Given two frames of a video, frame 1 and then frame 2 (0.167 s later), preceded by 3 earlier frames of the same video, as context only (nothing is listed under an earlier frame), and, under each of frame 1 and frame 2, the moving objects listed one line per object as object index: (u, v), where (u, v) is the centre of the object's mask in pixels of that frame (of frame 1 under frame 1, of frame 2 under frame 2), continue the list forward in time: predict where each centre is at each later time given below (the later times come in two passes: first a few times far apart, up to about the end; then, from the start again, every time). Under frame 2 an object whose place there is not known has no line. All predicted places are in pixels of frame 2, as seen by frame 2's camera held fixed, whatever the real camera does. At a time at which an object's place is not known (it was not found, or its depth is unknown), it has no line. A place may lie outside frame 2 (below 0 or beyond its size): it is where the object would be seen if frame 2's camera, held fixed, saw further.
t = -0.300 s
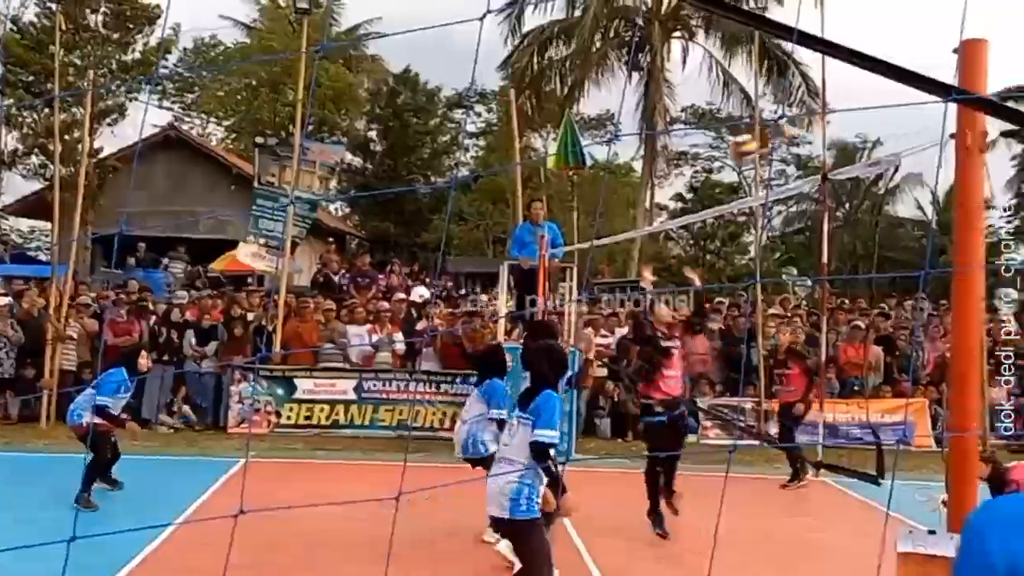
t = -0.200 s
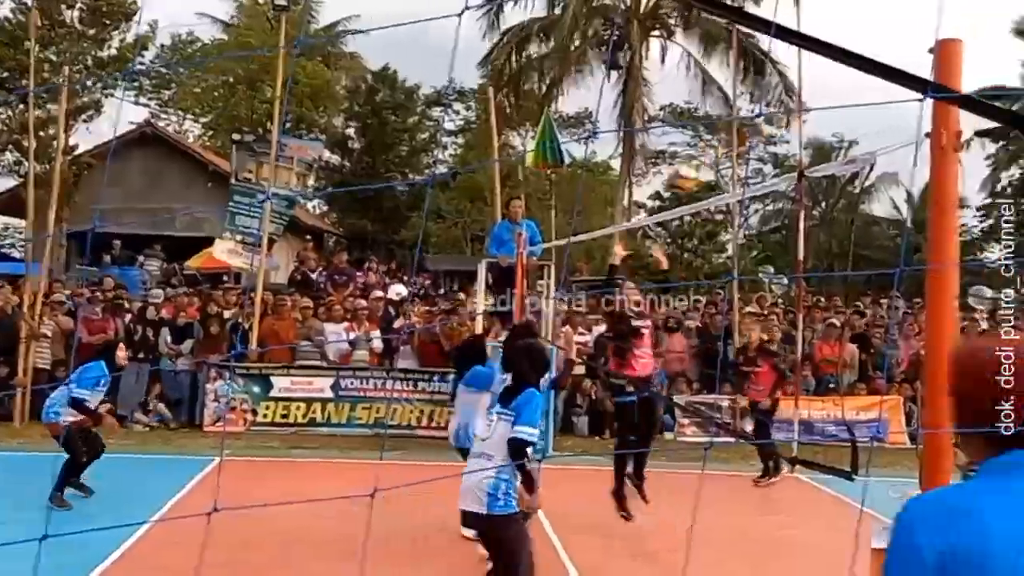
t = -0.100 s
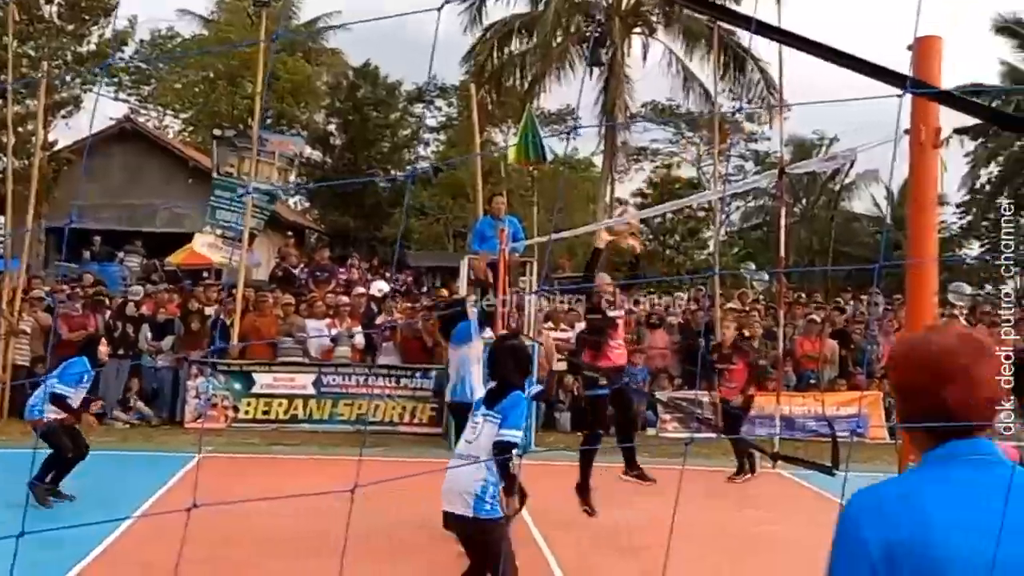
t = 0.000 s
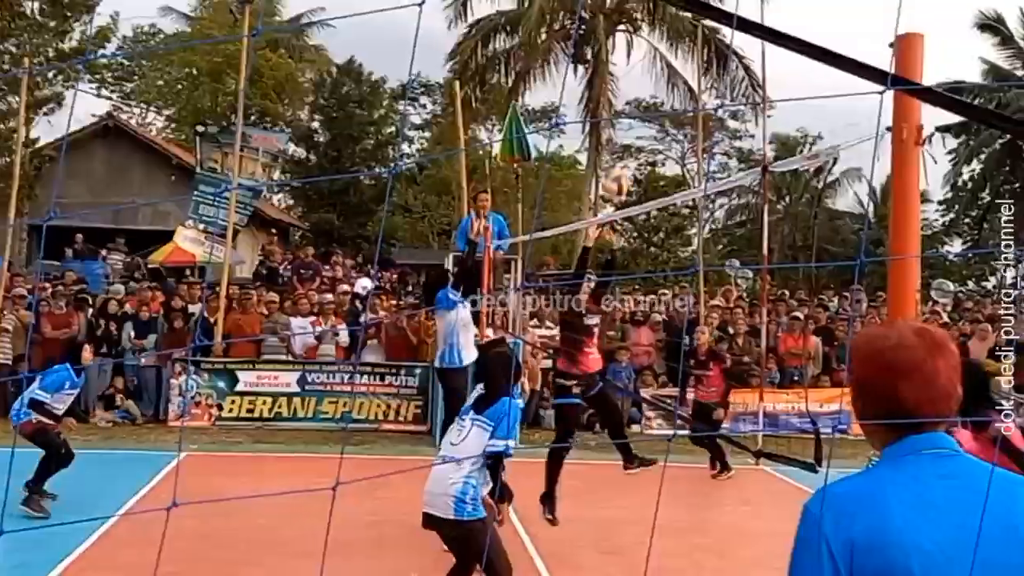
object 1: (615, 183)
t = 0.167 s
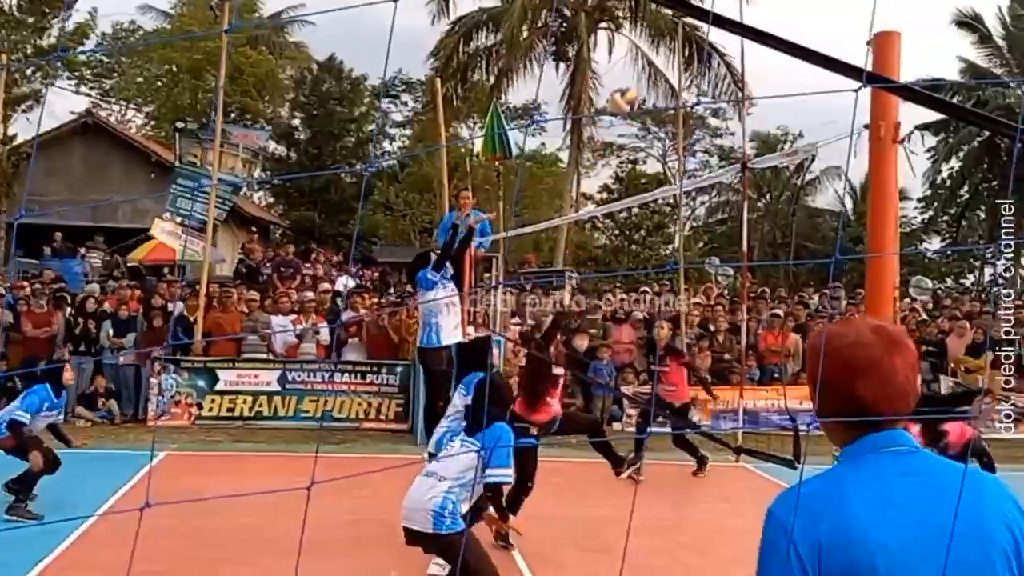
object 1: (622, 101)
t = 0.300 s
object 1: (646, 60)
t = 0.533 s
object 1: (686, 45)
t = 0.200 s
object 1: (627, 90)
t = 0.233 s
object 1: (635, 77)
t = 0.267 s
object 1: (640, 68)
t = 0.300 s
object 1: (646, 60)
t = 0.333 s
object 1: (651, 54)
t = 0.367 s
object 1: (658, 48)
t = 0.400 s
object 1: (663, 44)
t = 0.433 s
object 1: (669, 41)
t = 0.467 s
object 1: (675, 41)
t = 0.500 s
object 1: (679, 43)
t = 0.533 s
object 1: (686, 45)
